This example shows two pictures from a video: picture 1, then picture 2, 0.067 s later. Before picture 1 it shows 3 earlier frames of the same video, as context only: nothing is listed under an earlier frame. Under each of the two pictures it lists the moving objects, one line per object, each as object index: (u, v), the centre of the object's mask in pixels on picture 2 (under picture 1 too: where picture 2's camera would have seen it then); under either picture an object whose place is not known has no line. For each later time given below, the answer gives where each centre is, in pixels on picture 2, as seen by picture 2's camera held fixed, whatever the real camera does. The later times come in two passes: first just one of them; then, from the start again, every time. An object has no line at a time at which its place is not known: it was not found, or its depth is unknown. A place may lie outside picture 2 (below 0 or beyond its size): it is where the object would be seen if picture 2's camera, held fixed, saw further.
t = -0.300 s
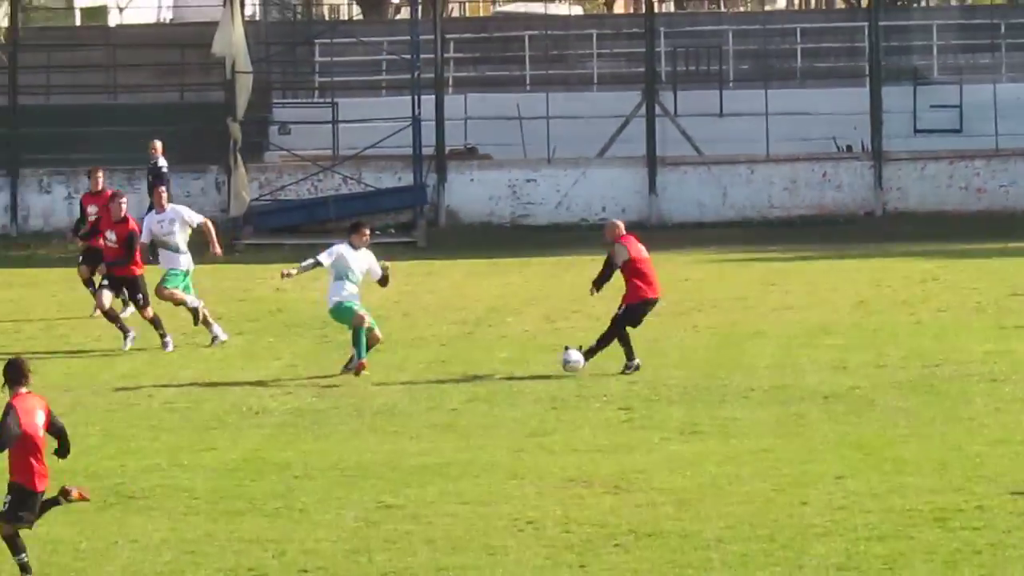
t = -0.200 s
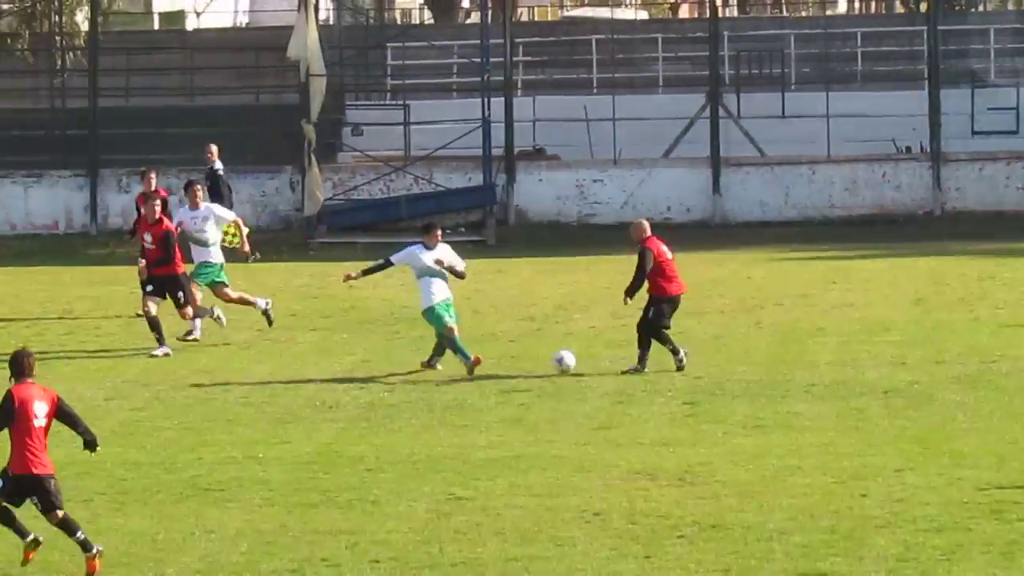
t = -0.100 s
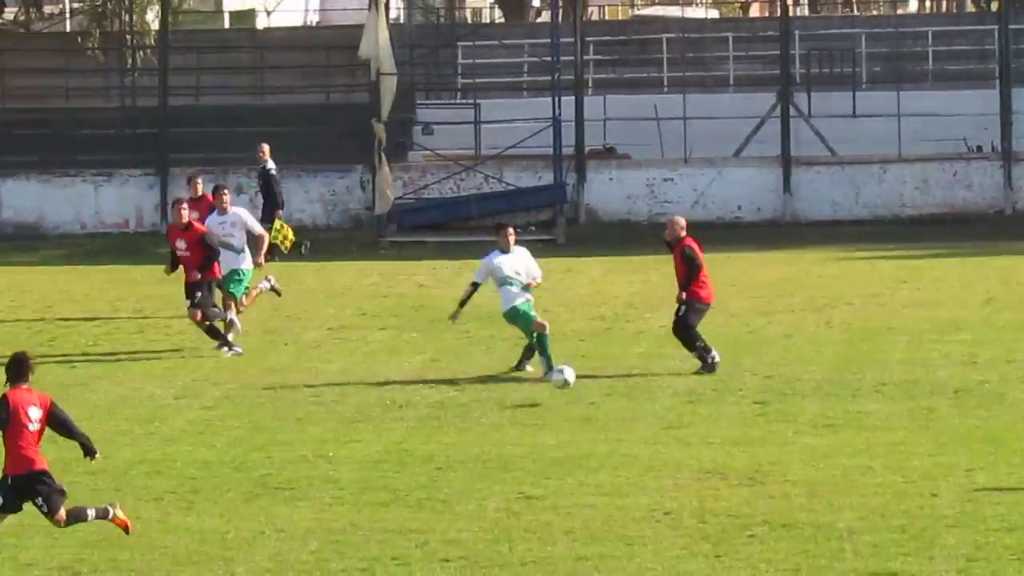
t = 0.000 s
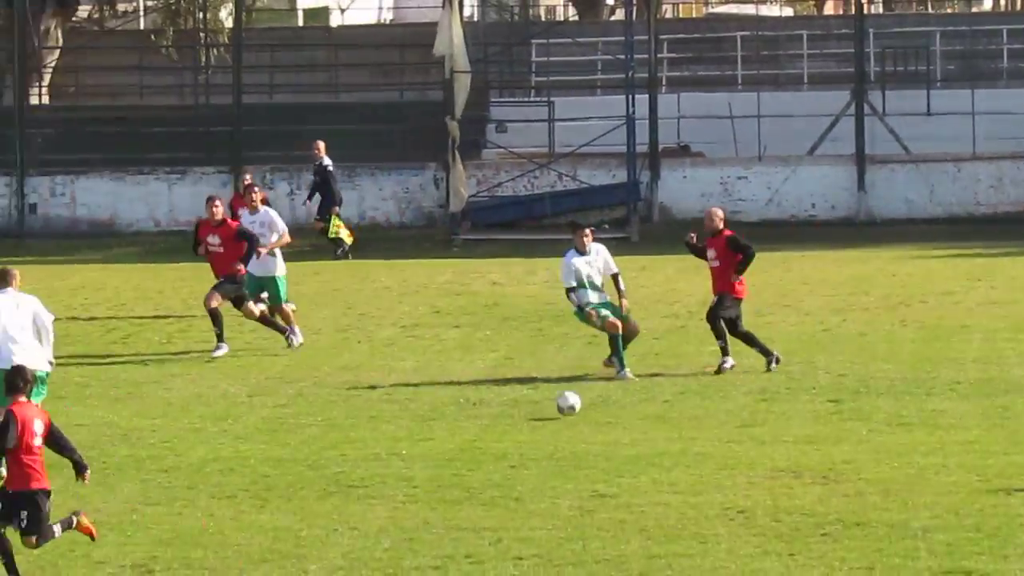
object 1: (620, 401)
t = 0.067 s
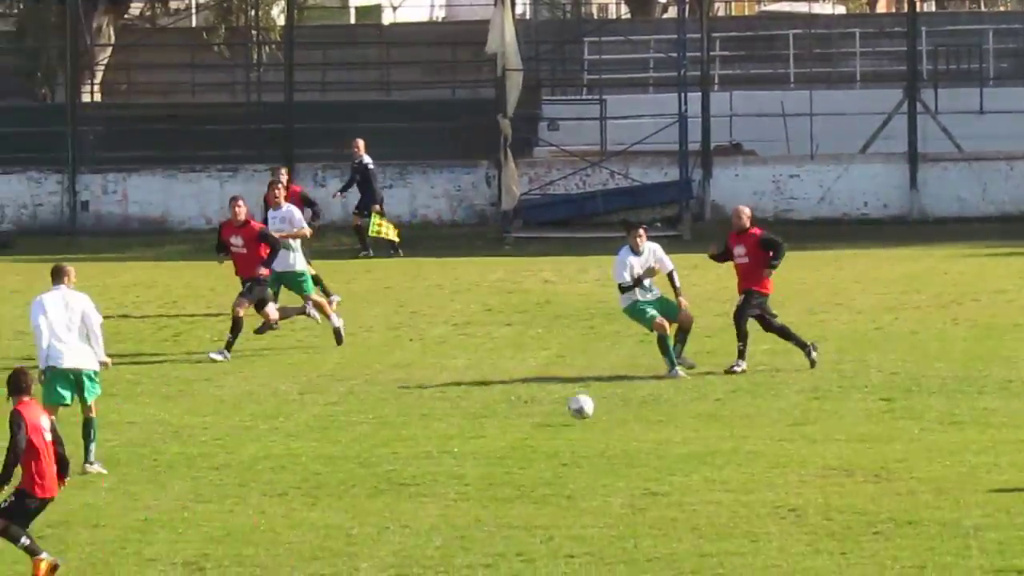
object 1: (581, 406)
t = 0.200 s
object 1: (513, 400)
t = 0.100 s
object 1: (563, 402)
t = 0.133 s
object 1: (546, 400)
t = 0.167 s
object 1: (529, 399)
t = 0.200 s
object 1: (513, 400)
